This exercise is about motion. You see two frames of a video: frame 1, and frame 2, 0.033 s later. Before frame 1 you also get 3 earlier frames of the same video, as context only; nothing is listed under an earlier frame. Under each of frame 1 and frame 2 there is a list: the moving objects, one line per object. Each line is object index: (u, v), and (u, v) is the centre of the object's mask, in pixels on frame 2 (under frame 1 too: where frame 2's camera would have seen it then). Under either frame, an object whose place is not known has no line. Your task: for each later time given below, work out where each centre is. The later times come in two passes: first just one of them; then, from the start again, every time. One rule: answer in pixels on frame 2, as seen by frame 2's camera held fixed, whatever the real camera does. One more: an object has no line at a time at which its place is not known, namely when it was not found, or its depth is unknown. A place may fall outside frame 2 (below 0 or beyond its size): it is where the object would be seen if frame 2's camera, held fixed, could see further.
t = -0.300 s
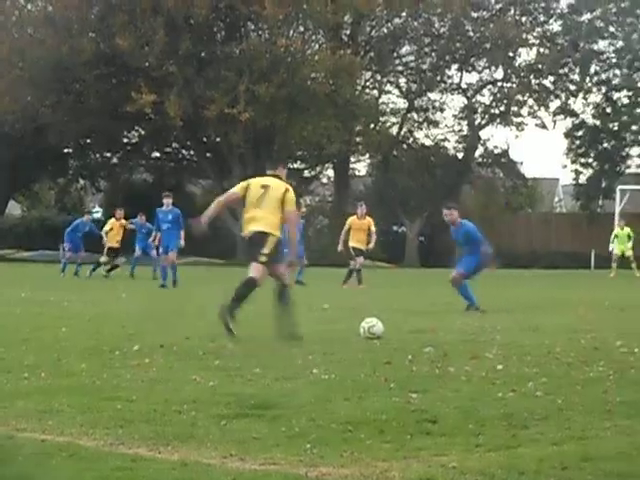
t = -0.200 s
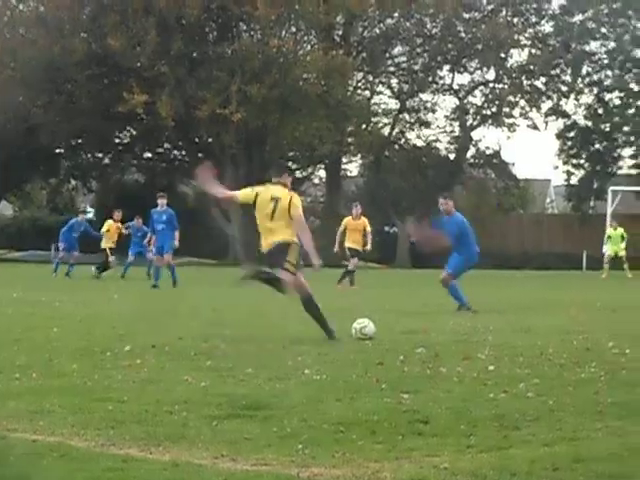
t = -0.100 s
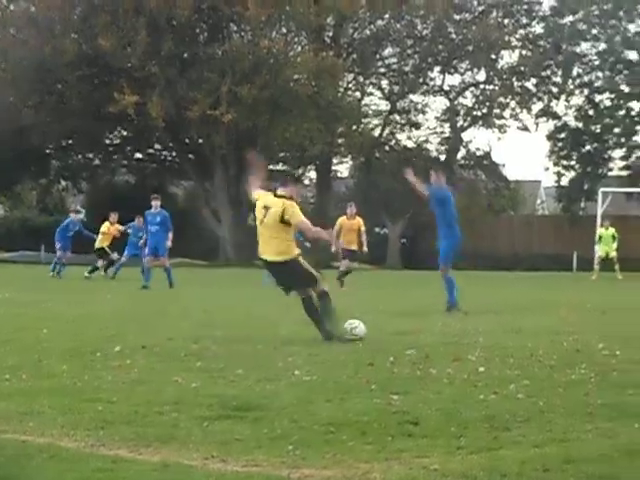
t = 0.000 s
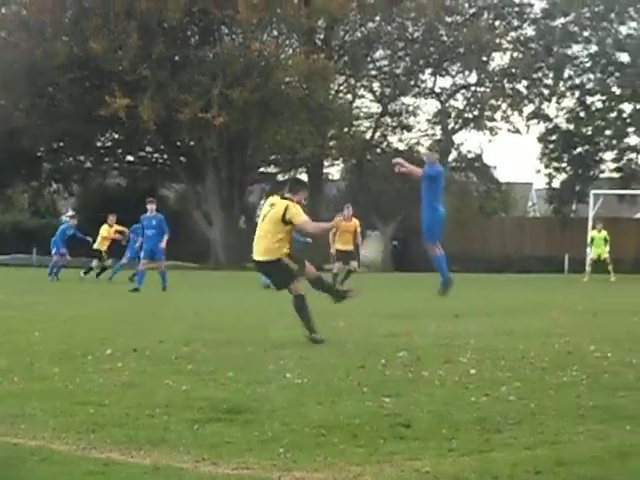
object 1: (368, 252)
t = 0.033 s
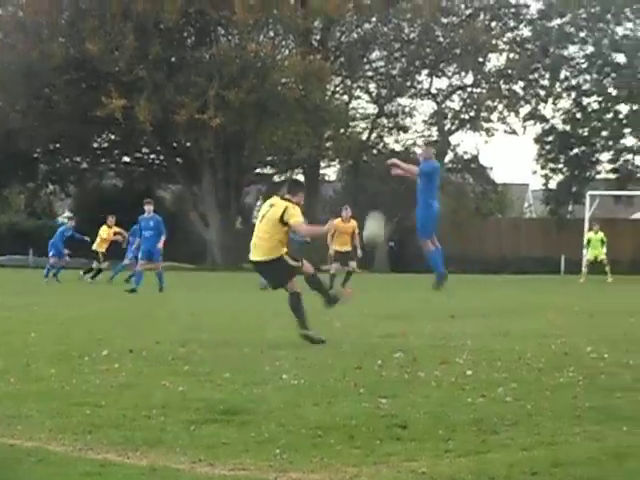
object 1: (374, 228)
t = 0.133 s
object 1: (384, 172)
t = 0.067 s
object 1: (379, 207)
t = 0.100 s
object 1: (382, 188)
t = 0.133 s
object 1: (384, 172)
